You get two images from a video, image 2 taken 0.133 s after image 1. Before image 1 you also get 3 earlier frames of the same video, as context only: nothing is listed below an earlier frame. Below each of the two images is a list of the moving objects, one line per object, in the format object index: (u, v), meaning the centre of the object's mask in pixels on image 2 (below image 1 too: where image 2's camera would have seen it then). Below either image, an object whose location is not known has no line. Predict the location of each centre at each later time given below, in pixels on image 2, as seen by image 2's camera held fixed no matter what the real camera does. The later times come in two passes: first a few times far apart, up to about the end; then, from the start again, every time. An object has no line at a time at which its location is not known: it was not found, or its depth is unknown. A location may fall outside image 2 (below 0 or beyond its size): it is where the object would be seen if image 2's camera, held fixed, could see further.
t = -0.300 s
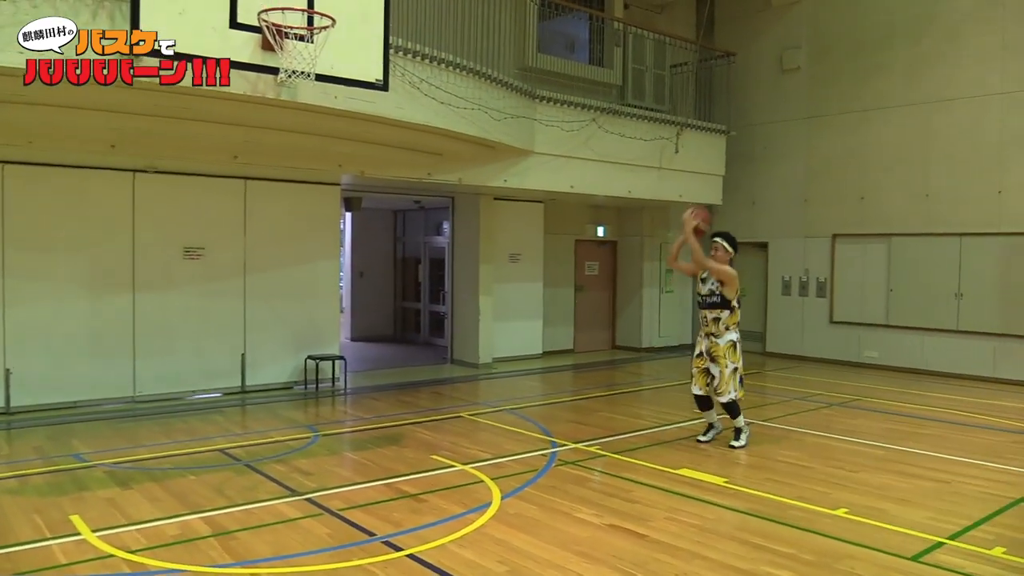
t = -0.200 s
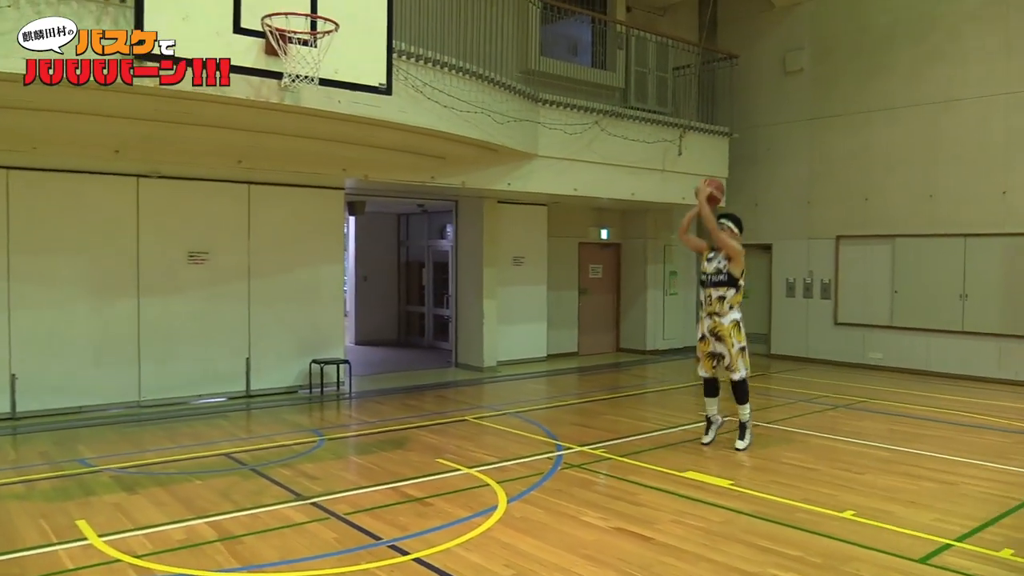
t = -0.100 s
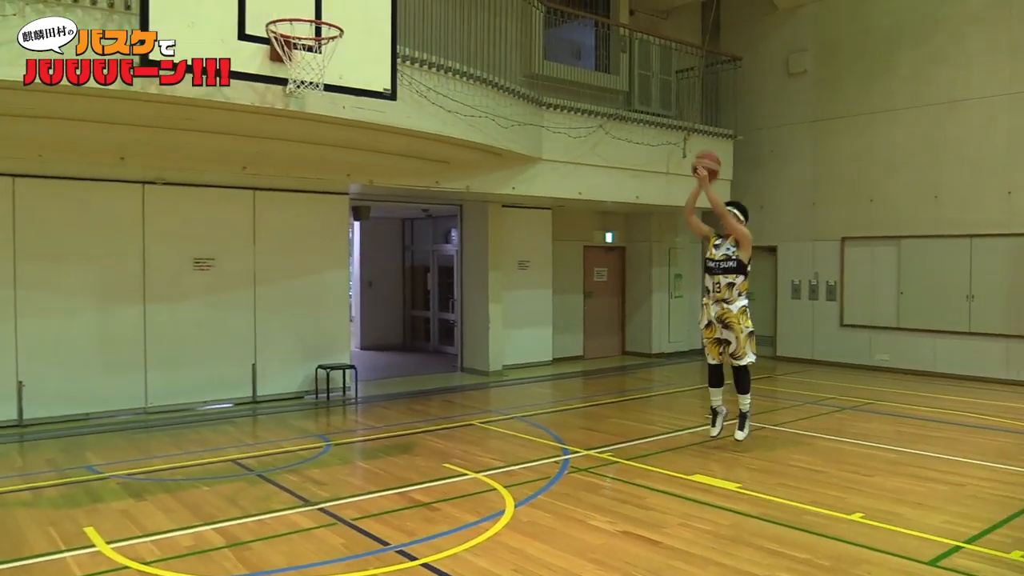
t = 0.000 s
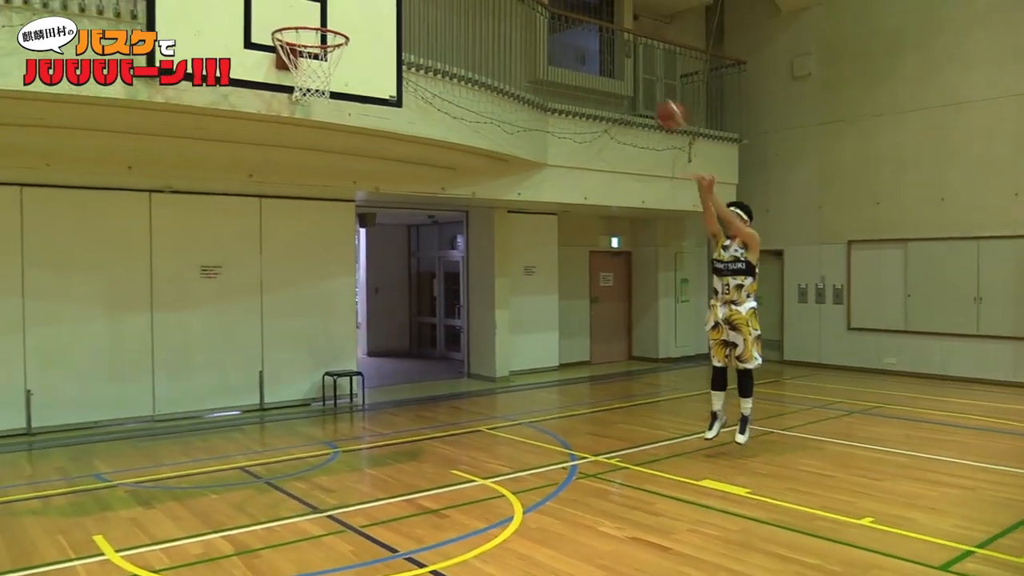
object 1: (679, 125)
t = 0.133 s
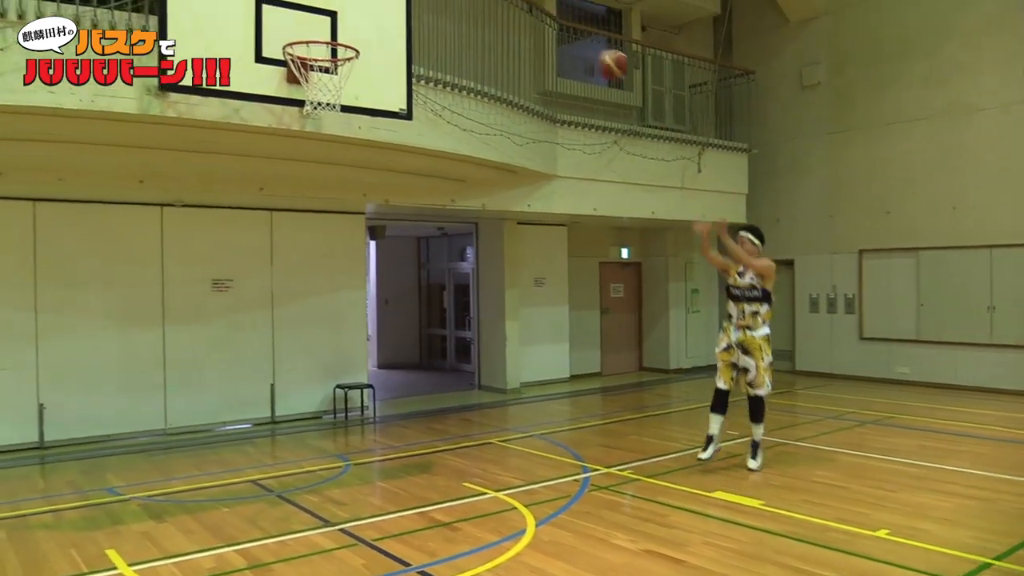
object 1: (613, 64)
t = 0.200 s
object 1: (578, 40)
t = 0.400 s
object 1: (467, 1)
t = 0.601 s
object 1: (371, 6)
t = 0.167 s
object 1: (596, 52)
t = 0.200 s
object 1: (578, 40)
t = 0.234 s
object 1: (561, 31)
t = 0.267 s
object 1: (543, 22)
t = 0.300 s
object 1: (524, 15)
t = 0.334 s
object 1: (505, 9)
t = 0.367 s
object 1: (485, 4)
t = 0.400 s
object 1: (467, 1)
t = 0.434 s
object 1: (448, 0)
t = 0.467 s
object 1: (430, -1)
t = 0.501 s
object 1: (411, 1)
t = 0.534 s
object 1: (391, 4)
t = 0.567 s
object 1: (379, 5)
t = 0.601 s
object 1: (371, 6)
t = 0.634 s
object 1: (363, 9)
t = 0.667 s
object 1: (355, 13)
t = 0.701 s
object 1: (346, 19)
